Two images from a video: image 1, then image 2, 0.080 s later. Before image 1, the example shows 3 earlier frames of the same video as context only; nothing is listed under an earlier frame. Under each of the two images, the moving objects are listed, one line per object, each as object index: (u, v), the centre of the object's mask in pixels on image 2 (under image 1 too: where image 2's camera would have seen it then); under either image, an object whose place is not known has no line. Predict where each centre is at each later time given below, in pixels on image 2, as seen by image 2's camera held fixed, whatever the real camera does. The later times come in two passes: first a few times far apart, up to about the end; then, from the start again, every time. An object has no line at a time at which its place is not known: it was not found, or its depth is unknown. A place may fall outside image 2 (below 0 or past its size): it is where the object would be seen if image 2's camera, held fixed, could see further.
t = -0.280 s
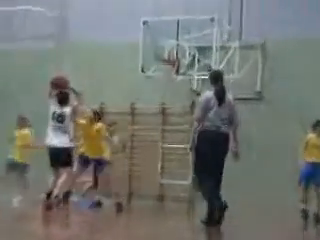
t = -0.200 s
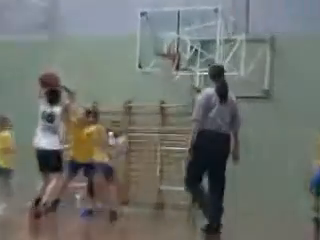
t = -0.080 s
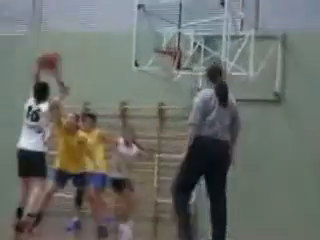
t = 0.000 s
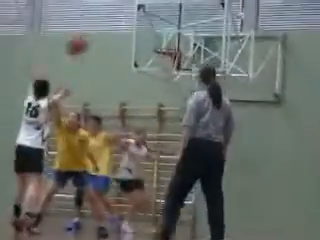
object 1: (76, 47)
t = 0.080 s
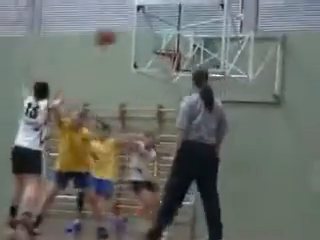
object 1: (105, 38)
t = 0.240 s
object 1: (157, 36)
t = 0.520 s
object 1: (232, 72)
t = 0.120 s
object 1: (119, 35)
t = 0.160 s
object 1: (133, 33)
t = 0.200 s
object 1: (146, 34)
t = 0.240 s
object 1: (157, 36)
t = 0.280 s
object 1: (168, 39)
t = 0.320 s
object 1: (181, 40)
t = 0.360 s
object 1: (189, 45)
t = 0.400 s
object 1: (201, 52)
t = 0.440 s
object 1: (213, 60)
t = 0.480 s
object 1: (220, 64)
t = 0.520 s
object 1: (232, 72)
